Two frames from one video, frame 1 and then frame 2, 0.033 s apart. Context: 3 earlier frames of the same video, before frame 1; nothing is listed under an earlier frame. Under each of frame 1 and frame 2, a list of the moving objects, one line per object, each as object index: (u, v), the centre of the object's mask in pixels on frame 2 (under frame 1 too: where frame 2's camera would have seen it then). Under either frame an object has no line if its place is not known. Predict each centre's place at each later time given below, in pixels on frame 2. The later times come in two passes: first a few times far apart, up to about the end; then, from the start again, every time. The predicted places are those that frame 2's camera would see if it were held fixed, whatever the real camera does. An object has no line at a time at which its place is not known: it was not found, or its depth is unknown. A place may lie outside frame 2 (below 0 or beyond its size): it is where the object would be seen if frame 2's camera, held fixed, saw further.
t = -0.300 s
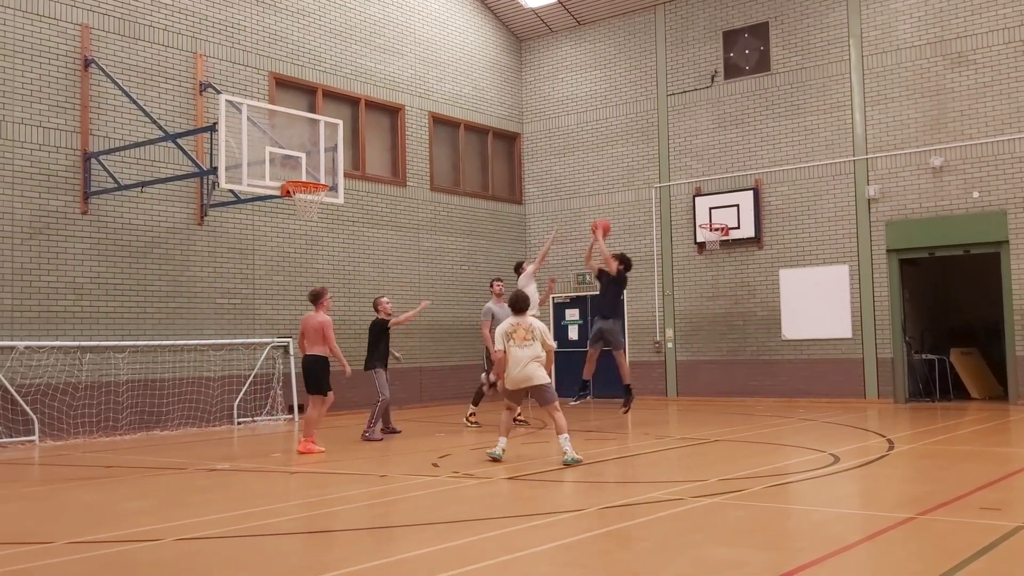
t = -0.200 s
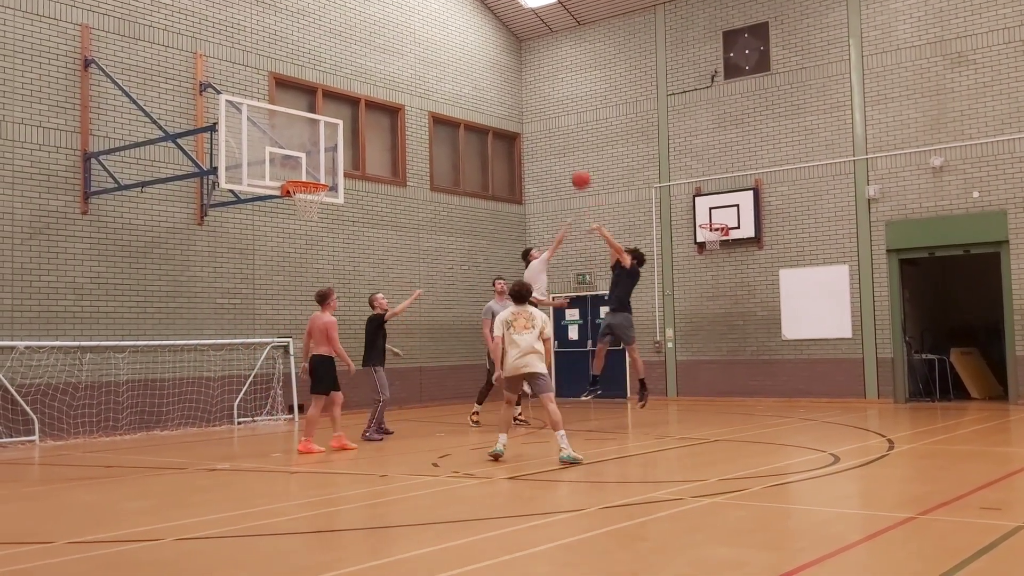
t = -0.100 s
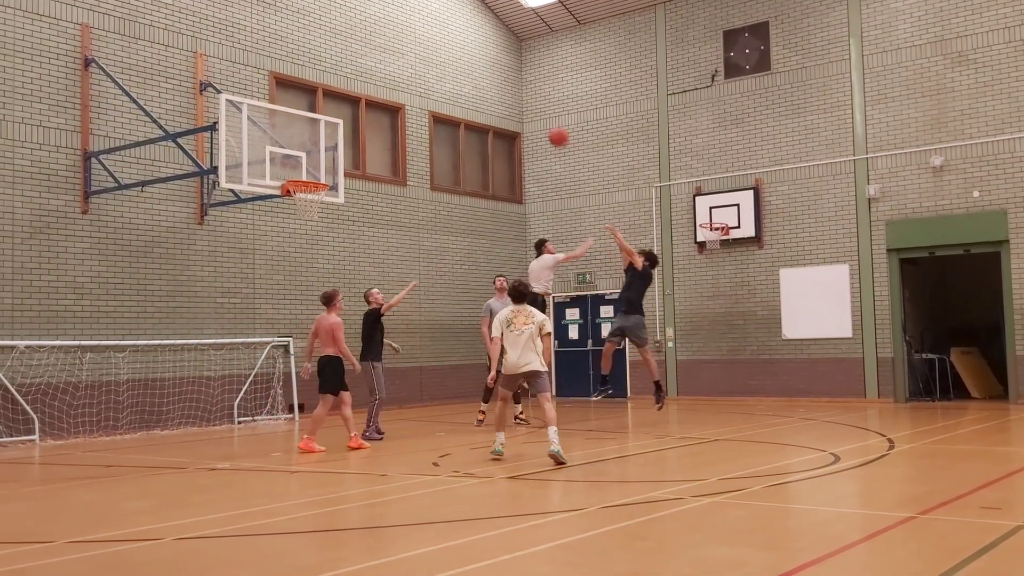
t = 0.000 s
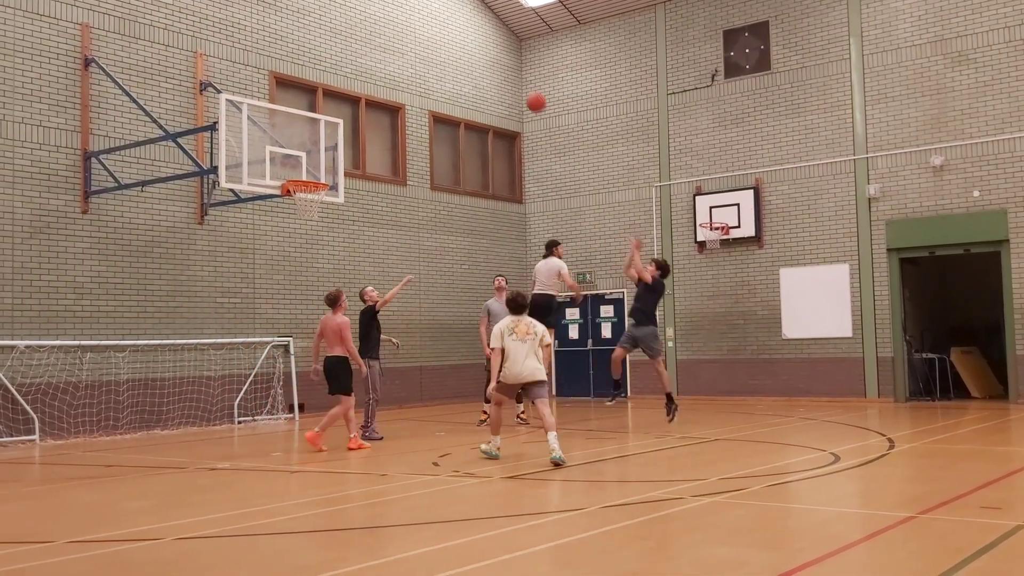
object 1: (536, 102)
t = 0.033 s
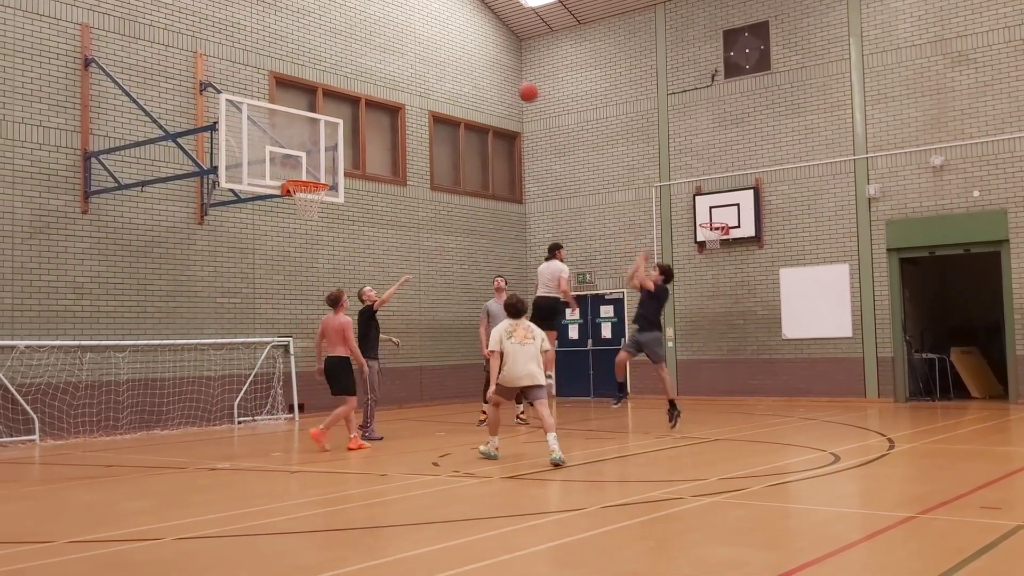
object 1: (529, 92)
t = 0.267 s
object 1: (477, 48)
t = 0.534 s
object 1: (417, 50)
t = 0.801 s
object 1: (357, 112)
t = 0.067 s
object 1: (521, 83)
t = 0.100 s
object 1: (513, 75)
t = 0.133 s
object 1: (507, 68)
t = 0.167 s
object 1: (499, 61)
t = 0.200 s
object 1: (492, 56)
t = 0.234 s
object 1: (484, 51)
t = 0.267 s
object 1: (477, 48)
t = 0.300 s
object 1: (469, 45)
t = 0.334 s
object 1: (462, 43)
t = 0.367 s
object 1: (454, 42)
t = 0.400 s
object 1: (447, 42)
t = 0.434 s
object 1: (439, 43)
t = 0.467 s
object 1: (432, 44)
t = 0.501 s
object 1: (424, 47)
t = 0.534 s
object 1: (417, 50)
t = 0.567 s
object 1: (410, 55)
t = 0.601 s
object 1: (402, 60)
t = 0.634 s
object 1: (395, 67)
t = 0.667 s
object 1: (387, 74)
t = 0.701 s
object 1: (380, 82)
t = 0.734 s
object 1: (372, 92)
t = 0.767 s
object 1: (364, 102)
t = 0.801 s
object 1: (357, 112)
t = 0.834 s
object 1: (350, 124)
